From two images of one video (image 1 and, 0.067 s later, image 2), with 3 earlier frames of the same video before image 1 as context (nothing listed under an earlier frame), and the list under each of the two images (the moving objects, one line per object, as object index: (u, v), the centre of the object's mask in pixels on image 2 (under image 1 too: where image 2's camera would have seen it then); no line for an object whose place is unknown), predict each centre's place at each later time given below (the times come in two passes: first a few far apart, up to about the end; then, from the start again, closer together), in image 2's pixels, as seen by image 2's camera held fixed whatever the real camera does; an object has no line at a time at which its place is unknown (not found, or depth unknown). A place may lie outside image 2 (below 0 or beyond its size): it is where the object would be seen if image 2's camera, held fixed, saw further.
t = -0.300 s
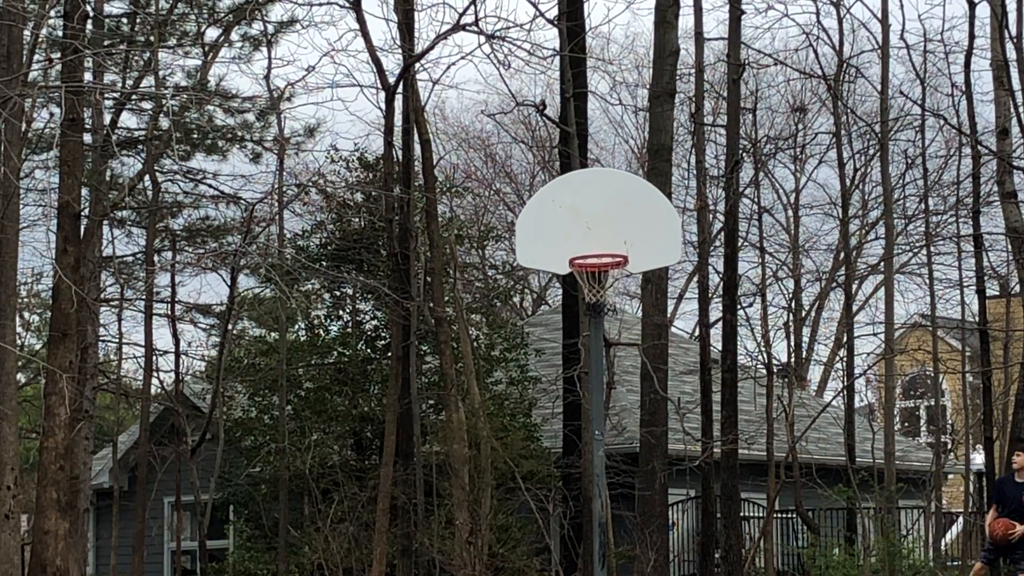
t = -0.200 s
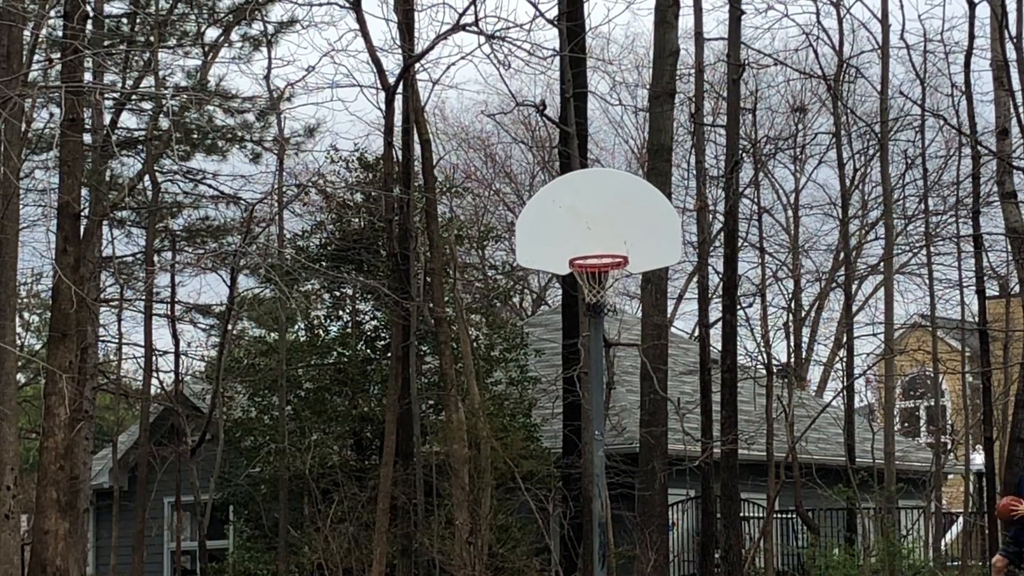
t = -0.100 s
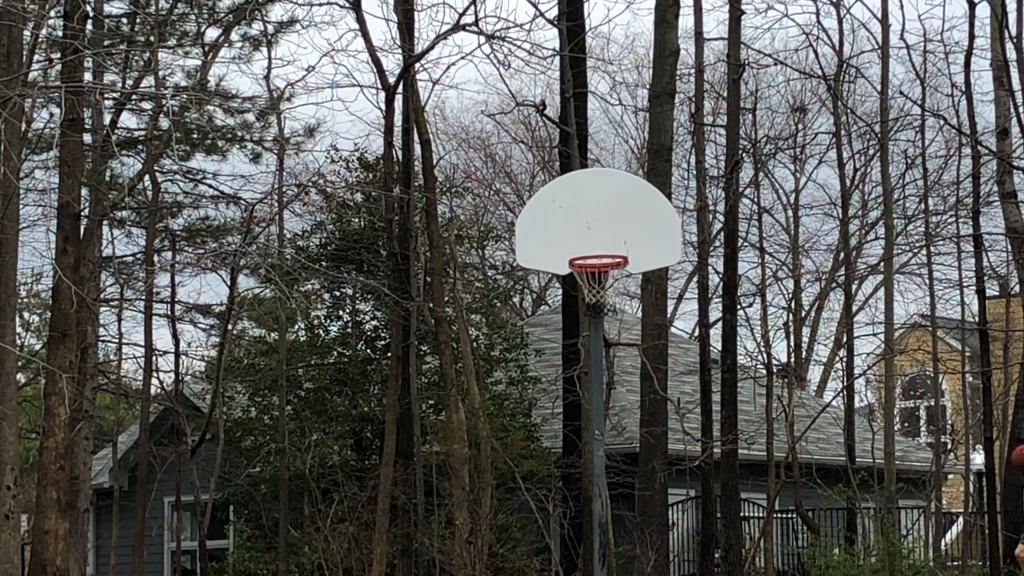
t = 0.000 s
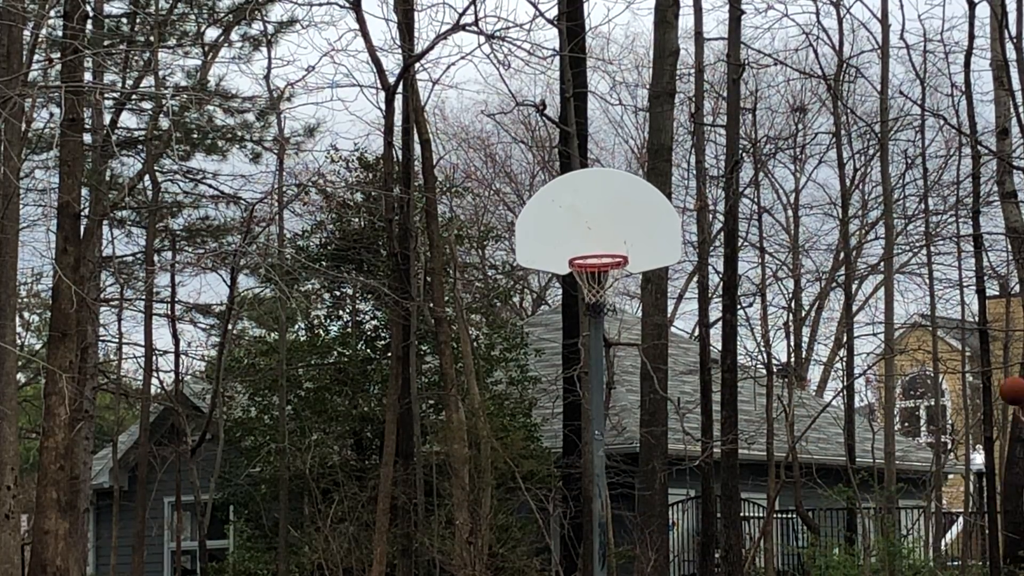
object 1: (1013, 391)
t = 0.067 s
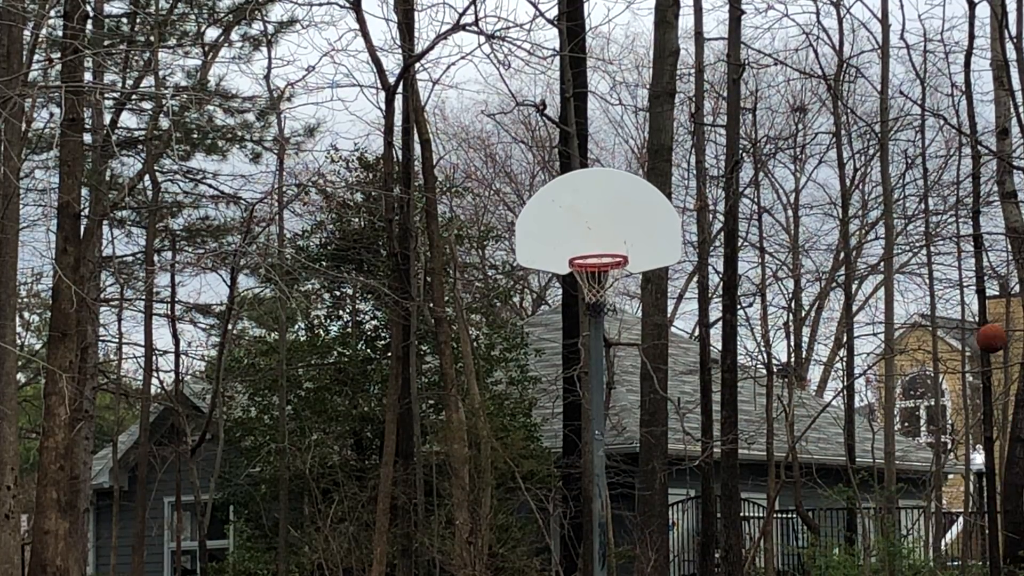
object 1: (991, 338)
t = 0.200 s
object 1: (946, 249)
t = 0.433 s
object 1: (870, 148)
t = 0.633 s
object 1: (807, 111)
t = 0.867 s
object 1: (738, 126)
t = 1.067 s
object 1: (679, 190)
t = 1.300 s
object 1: (668, 300)
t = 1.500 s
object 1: (728, 418)
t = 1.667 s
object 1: (778, 553)
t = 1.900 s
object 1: (854, 512)
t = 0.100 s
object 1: (980, 314)
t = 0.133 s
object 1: (968, 291)
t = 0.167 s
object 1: (957, 271)
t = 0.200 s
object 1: (946, 249)
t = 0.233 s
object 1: (935, 232)
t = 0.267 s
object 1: (923, 215)
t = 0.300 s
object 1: (913, 198)
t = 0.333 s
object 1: (902, 184)
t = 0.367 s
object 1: (891, 171)
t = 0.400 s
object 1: (880, 159)
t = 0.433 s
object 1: (870, 148)
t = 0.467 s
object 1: (859, 139)
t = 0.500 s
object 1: (849, 130)
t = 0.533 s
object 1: (838, 124)
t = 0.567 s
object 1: (828, 119)
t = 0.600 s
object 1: (817, 114)
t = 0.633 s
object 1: (807, 111)
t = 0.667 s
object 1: (797, 109)
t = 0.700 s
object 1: (788, 109)
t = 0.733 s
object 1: (777, 110)
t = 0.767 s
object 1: (767, 112)
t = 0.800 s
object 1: (757, 116)
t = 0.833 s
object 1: (747, 120)
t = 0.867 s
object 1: (738, 126)
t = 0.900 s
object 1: (727, 134)
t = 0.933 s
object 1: (718, 142)
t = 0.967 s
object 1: (708, 153)
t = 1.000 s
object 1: (698, 164)
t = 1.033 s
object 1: (688, 176)
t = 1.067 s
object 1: (679, 190)
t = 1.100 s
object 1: (669, 206)
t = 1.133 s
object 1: (660, 222)
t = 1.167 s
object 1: (650, 240)
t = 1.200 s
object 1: (641, 259)
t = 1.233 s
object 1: (649, 272)
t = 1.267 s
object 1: (658, 285)
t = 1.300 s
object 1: (668, 300)
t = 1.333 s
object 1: (678, 316)
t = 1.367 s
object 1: (689, 334)
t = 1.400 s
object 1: (698, 353)
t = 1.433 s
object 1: (709, 373)
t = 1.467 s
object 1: (719, 395)
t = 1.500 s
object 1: (728, 418)
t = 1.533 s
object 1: (738, 442)
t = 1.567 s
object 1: (749, 468)
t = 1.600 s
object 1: (758, 495)
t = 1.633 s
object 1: (769, 523)
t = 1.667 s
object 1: (778, 553)
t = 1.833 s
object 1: (831, 553)
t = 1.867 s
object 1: (843, 532)
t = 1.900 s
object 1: (854, 512)
